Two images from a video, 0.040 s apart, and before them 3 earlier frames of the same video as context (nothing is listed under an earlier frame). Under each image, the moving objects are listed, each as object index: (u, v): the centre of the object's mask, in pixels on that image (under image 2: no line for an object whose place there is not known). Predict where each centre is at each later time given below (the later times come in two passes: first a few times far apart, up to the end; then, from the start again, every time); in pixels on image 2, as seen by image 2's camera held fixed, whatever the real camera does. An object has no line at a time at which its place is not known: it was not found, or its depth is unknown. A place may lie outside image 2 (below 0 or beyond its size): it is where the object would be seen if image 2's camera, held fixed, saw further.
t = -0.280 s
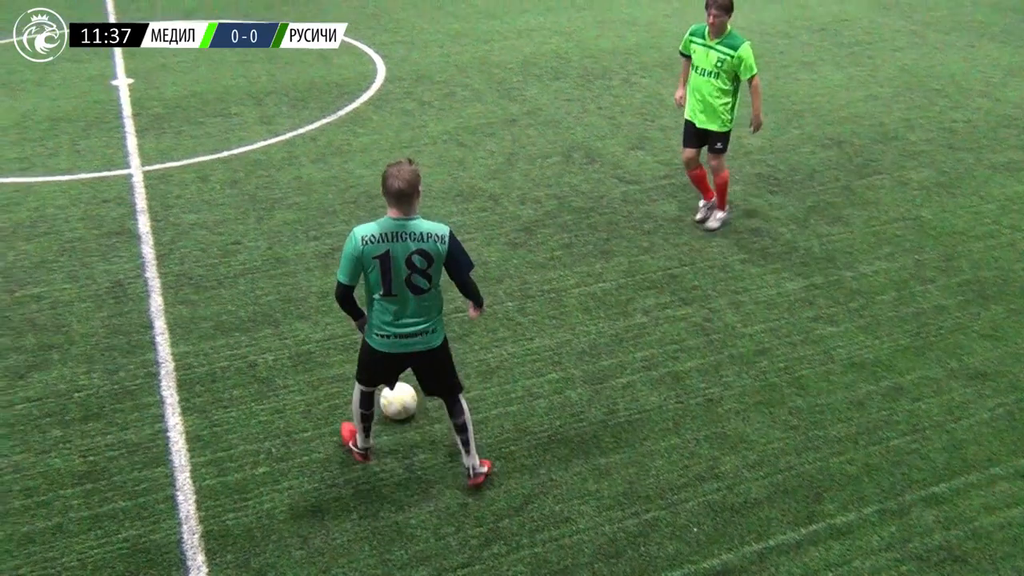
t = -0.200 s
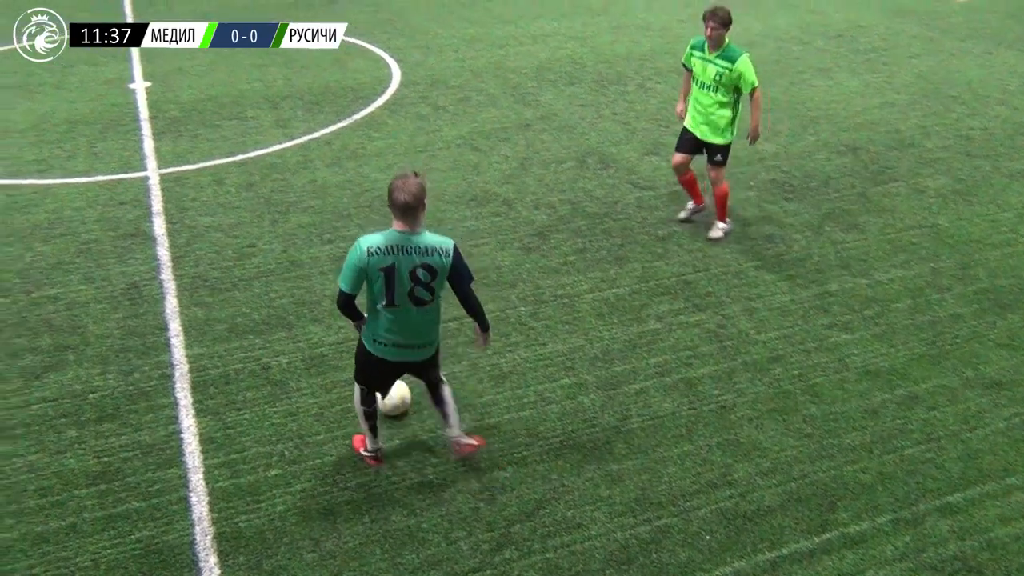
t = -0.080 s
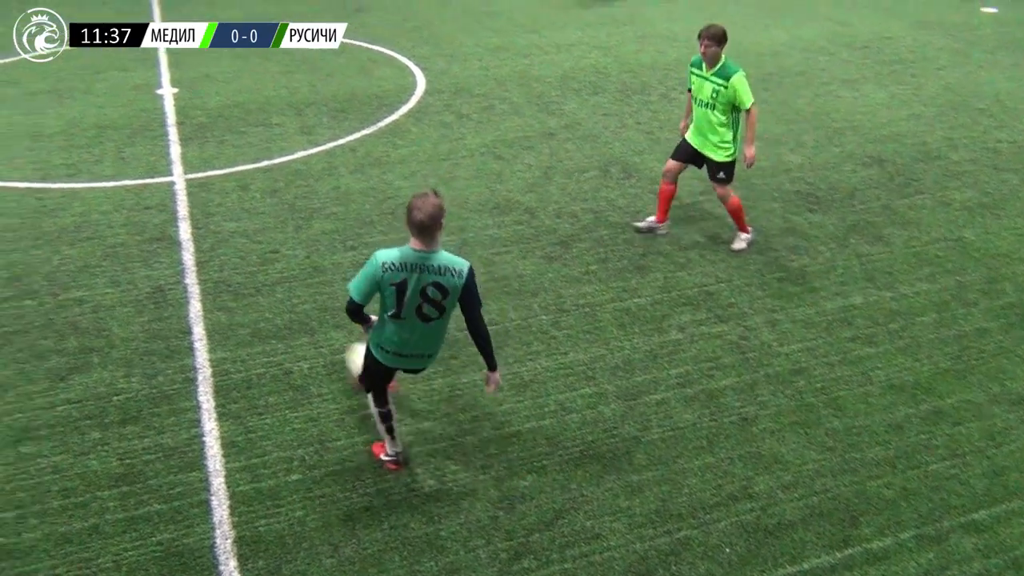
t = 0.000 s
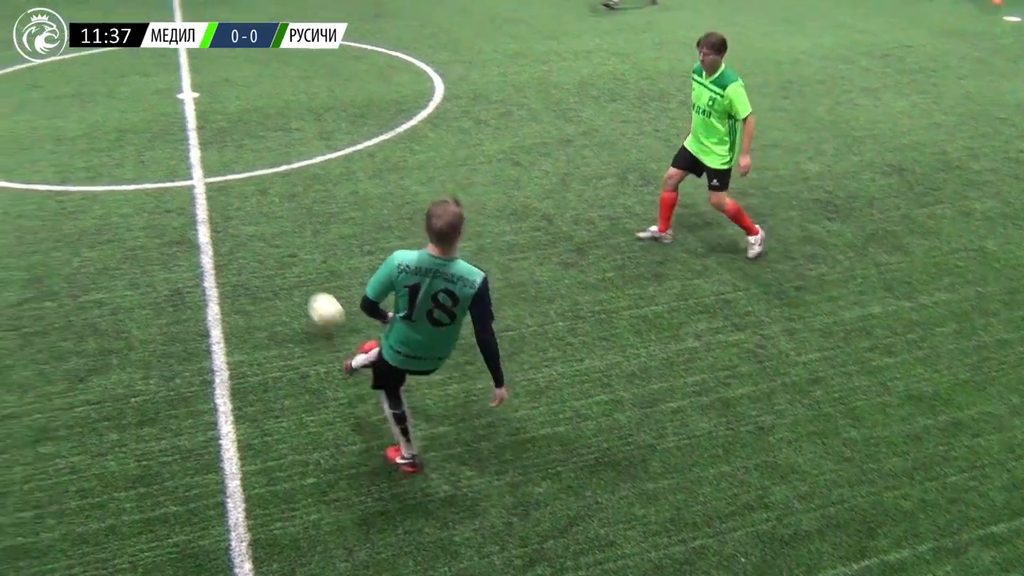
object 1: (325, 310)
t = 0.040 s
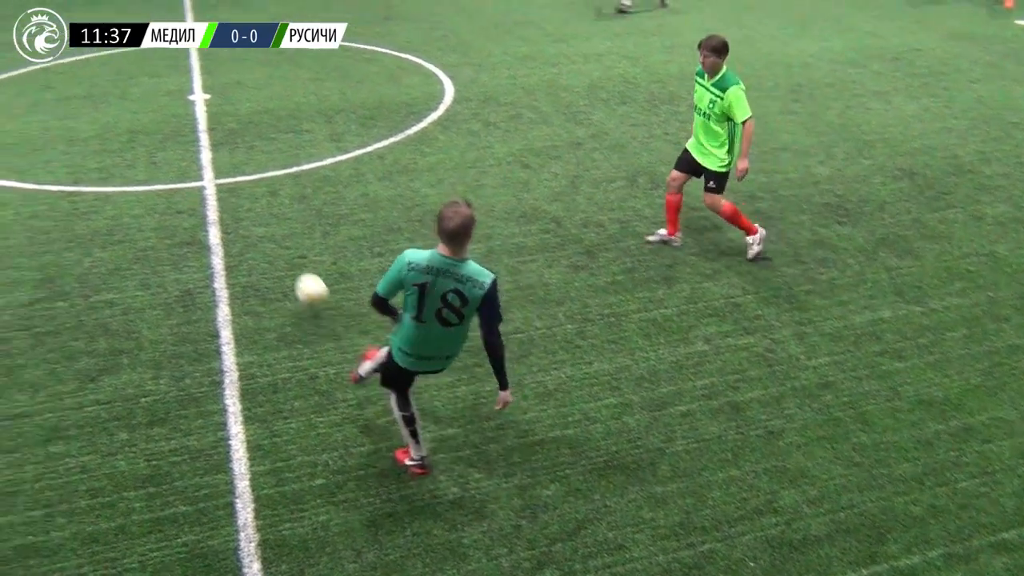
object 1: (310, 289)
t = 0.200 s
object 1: (237, 230)
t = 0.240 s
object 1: (225, 216)
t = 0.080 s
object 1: (289, 270)
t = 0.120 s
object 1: (270, 256)
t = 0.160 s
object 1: (252, 245)
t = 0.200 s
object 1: (237, 230)
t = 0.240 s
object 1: (225, 216)
